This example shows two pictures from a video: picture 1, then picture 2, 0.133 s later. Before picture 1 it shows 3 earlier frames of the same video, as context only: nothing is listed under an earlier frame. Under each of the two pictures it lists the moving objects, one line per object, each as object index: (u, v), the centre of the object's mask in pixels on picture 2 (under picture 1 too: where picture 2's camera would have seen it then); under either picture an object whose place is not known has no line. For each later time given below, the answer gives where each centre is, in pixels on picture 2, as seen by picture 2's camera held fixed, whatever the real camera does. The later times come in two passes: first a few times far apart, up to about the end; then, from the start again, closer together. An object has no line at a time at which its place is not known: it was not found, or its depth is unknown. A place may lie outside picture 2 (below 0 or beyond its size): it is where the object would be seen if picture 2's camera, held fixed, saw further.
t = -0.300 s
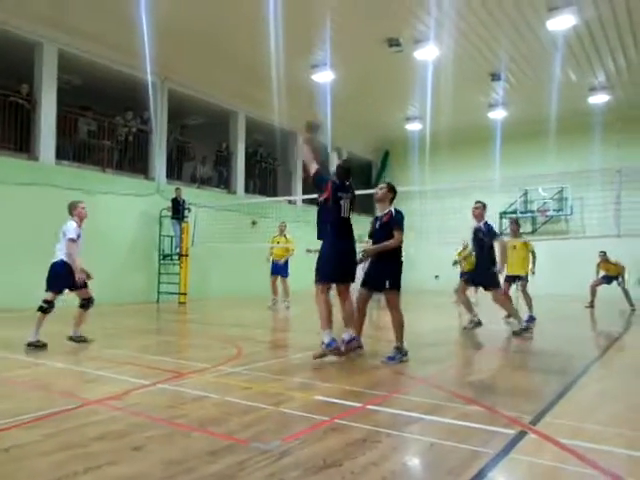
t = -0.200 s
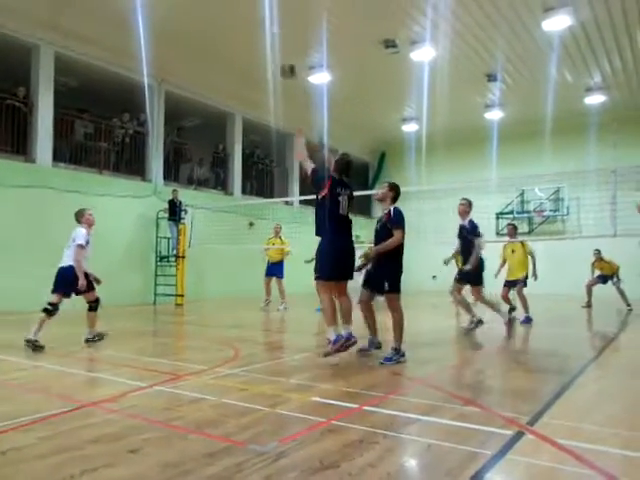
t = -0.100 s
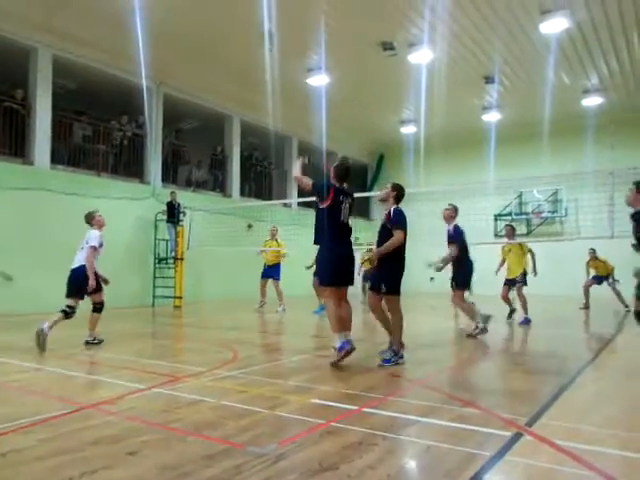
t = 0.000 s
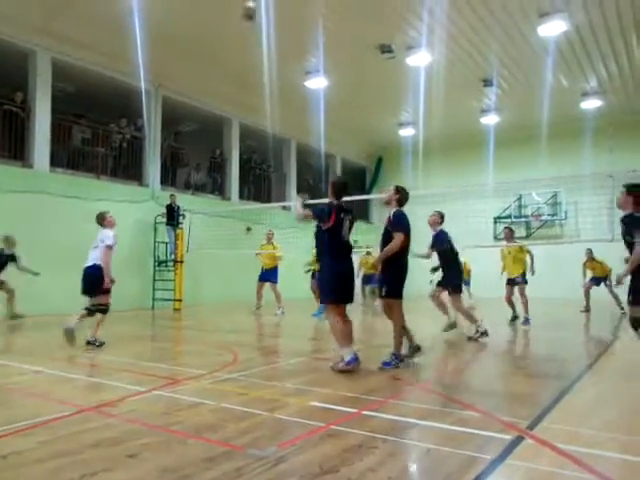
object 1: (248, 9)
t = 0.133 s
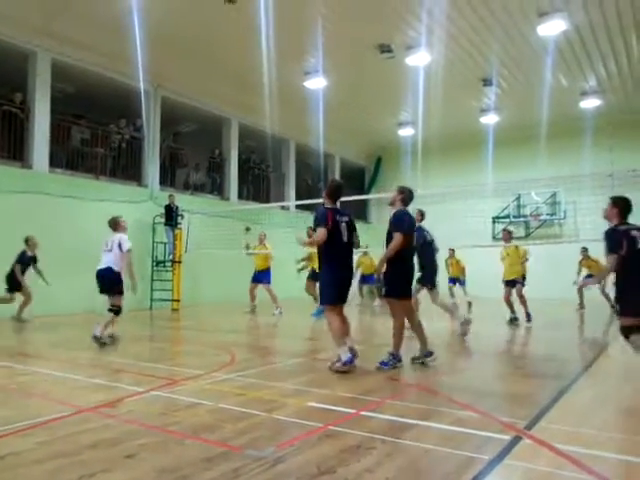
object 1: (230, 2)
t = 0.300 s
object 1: (210, 0)
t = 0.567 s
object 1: (182, 24)
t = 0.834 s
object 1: (162, 82)
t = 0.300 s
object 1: (210, 0)
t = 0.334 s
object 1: (206, 1)
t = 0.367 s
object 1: (201, 2)
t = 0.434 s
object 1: (196, 5)
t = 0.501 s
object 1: (187, 15)
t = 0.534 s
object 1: (185, 20)
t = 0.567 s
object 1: (182, 24)
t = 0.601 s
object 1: (180, 30)
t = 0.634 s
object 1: (177, 36)
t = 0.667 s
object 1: (175, 42)
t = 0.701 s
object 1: (172, 49)
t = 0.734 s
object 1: (169, 56)
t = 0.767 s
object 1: (167, 64)
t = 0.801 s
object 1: (164, 72)
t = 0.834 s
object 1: (162, 82)
